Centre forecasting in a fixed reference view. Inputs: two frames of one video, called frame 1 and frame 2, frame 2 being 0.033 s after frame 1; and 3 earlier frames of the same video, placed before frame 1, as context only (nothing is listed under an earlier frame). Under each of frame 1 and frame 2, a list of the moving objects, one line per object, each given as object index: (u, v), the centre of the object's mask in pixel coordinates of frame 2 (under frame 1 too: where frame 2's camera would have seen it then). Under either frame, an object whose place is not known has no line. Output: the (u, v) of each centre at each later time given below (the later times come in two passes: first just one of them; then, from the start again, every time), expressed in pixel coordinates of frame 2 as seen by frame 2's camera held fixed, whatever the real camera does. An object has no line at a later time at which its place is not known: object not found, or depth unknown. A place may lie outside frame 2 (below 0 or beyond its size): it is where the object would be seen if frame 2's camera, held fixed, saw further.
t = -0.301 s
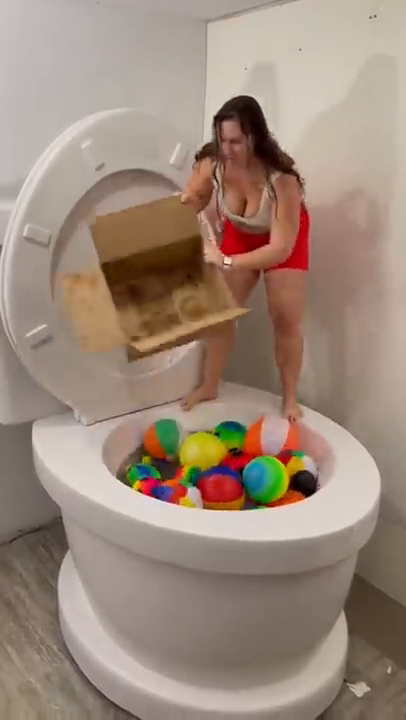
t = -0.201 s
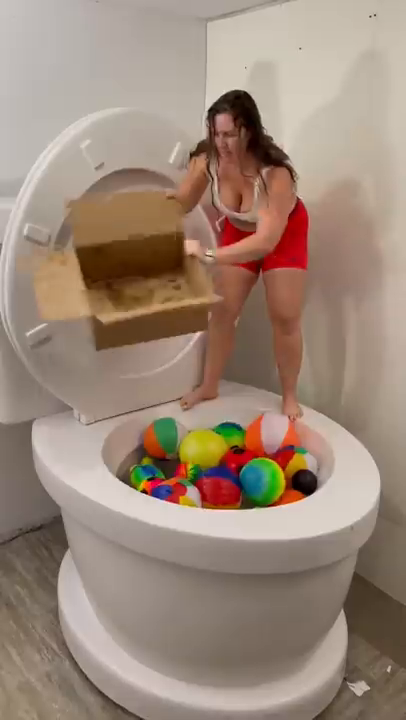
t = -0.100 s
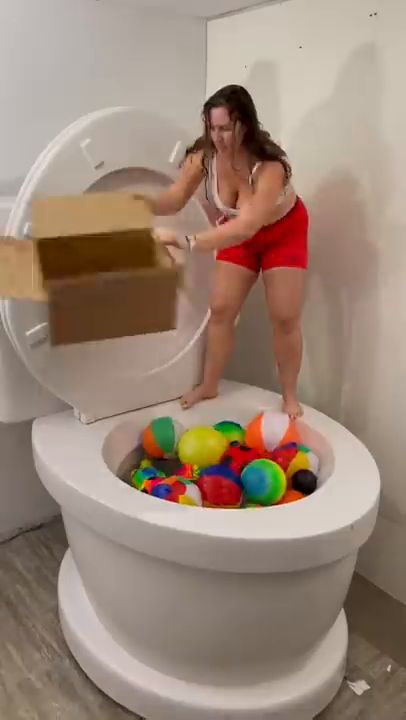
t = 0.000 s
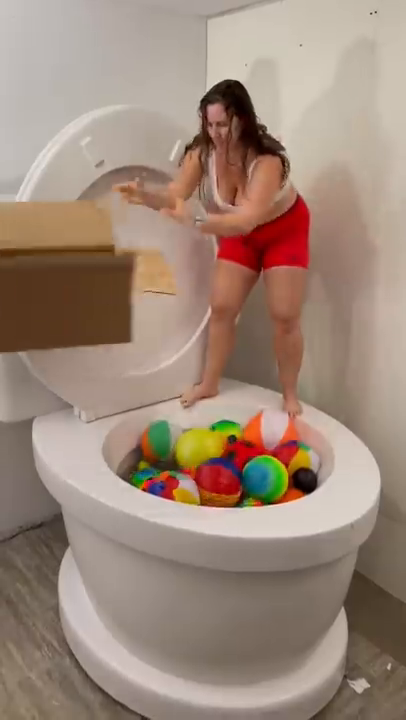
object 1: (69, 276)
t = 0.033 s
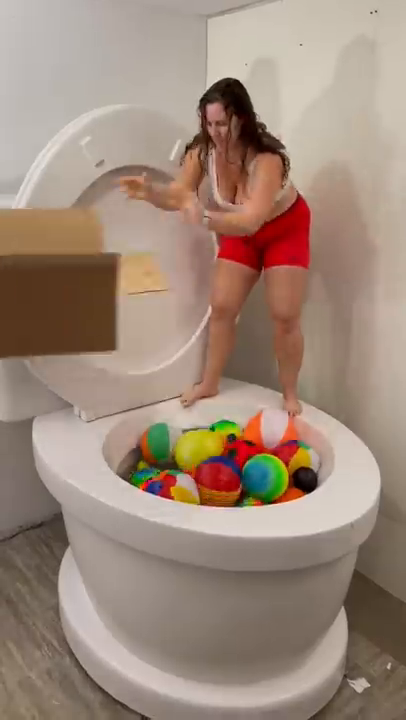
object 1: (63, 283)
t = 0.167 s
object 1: (35, 337)
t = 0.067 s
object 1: (57, 293)
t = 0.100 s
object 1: (49, 305)
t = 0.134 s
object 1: (41, 321)
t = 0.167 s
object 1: (35, 337)
